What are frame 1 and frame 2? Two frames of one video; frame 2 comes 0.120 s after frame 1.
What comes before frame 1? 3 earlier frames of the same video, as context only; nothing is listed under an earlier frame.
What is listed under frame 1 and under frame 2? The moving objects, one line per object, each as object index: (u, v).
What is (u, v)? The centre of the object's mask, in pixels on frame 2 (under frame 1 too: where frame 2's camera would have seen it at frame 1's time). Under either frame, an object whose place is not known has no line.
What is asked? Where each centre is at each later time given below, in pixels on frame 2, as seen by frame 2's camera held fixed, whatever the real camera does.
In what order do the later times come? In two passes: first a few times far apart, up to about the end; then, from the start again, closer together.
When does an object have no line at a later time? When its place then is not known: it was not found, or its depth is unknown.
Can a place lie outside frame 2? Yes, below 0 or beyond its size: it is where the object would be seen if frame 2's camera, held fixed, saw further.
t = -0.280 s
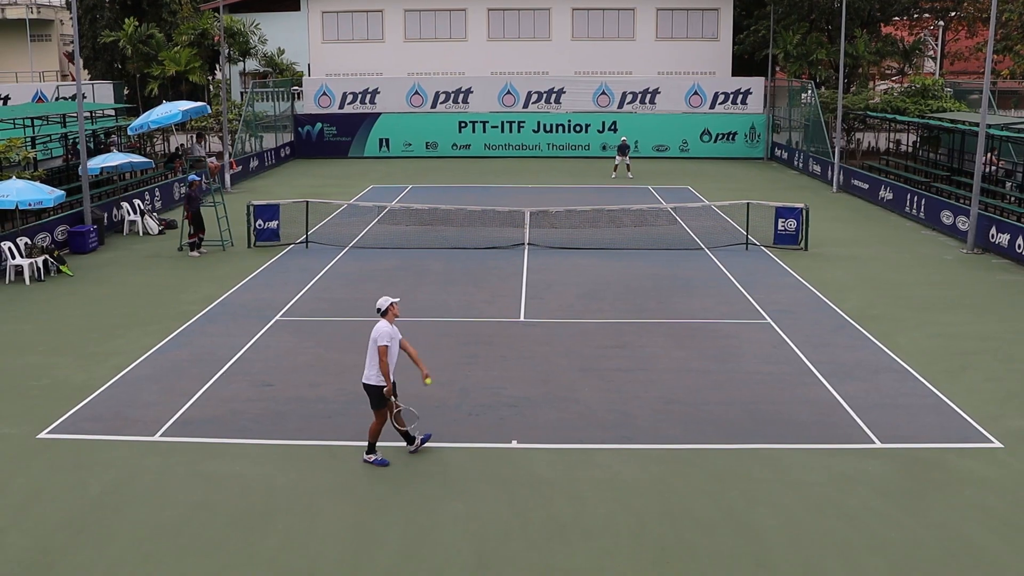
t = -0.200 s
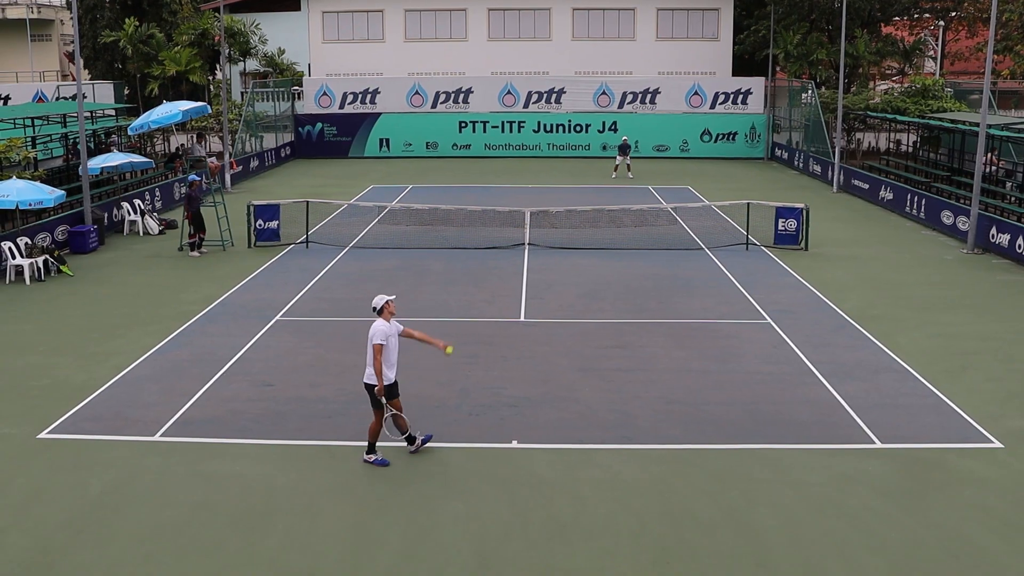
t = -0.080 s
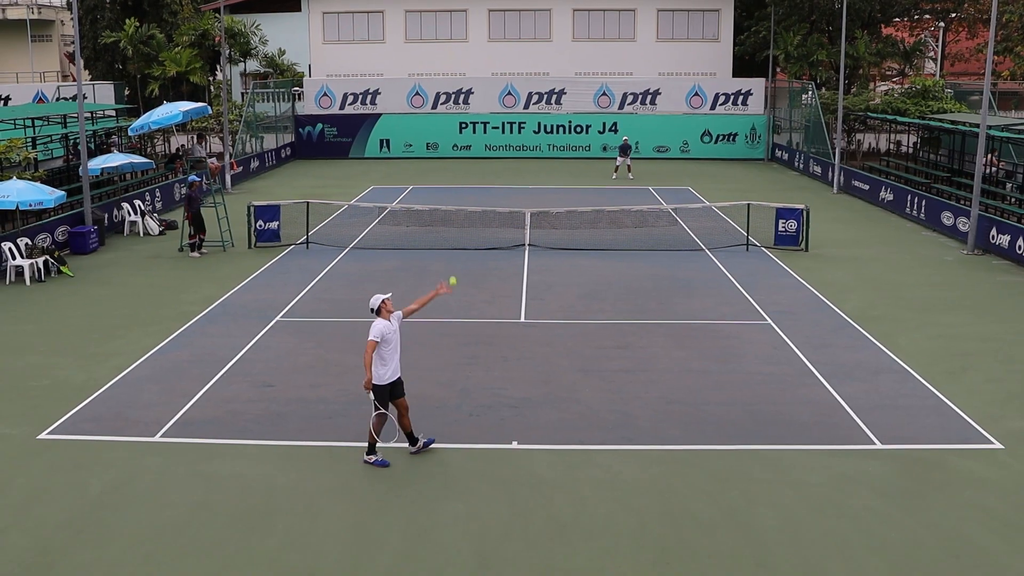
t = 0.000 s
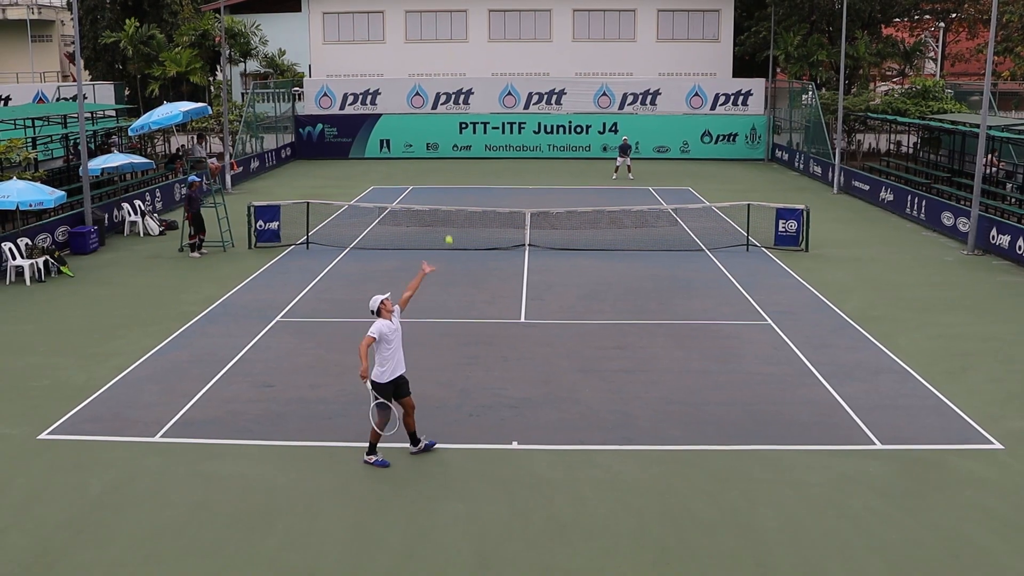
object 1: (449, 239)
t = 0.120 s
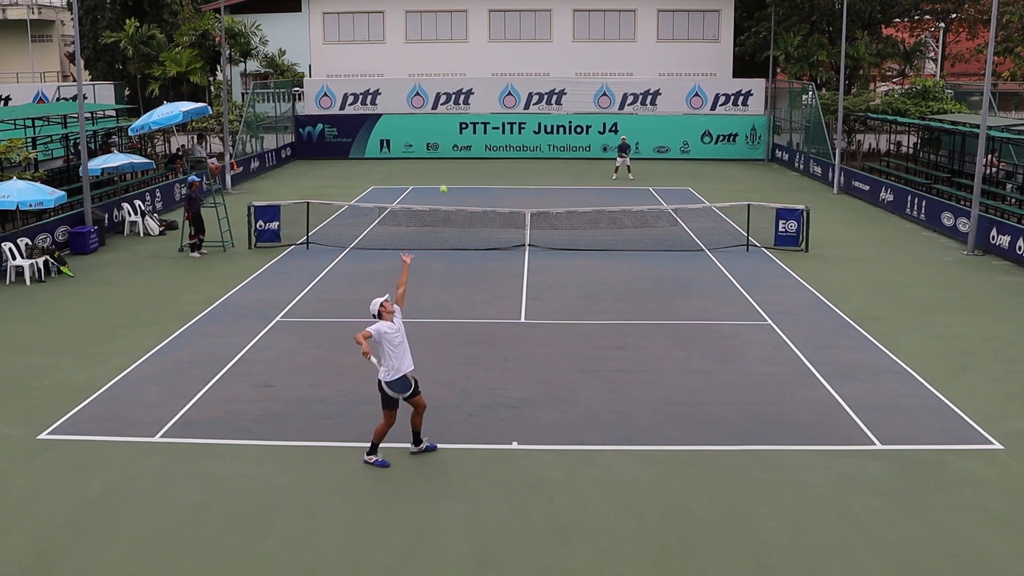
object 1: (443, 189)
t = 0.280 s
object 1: (437, 142)
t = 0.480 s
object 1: (429, 118)
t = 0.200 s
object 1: (439, 162)
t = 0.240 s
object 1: (438, 151)
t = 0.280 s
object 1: (437, 142)
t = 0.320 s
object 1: (435, 134)
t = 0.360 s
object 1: (433, 128)
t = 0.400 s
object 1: (432, 123)
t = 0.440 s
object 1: (431, 120)
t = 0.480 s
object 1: (429, 118)
